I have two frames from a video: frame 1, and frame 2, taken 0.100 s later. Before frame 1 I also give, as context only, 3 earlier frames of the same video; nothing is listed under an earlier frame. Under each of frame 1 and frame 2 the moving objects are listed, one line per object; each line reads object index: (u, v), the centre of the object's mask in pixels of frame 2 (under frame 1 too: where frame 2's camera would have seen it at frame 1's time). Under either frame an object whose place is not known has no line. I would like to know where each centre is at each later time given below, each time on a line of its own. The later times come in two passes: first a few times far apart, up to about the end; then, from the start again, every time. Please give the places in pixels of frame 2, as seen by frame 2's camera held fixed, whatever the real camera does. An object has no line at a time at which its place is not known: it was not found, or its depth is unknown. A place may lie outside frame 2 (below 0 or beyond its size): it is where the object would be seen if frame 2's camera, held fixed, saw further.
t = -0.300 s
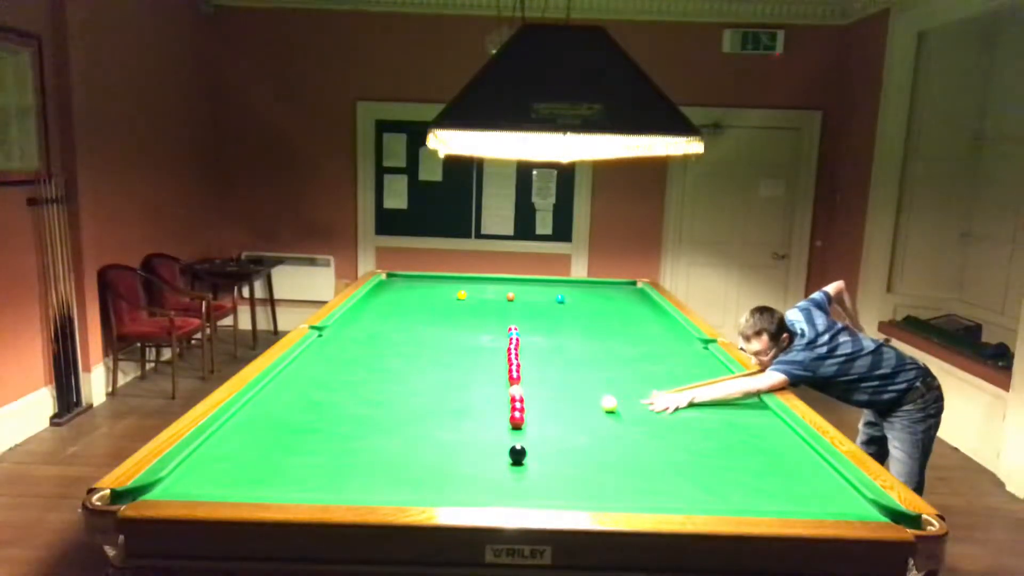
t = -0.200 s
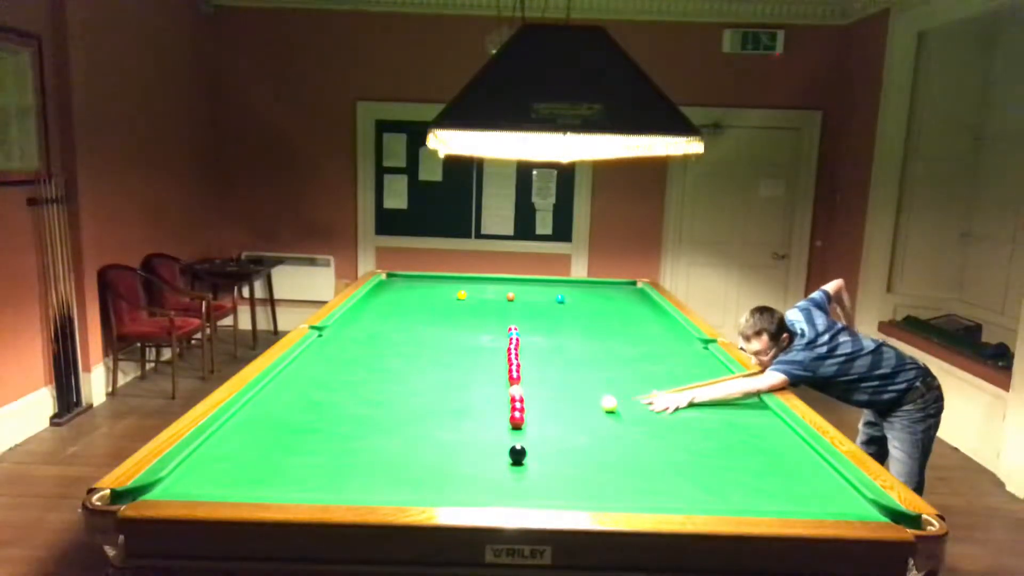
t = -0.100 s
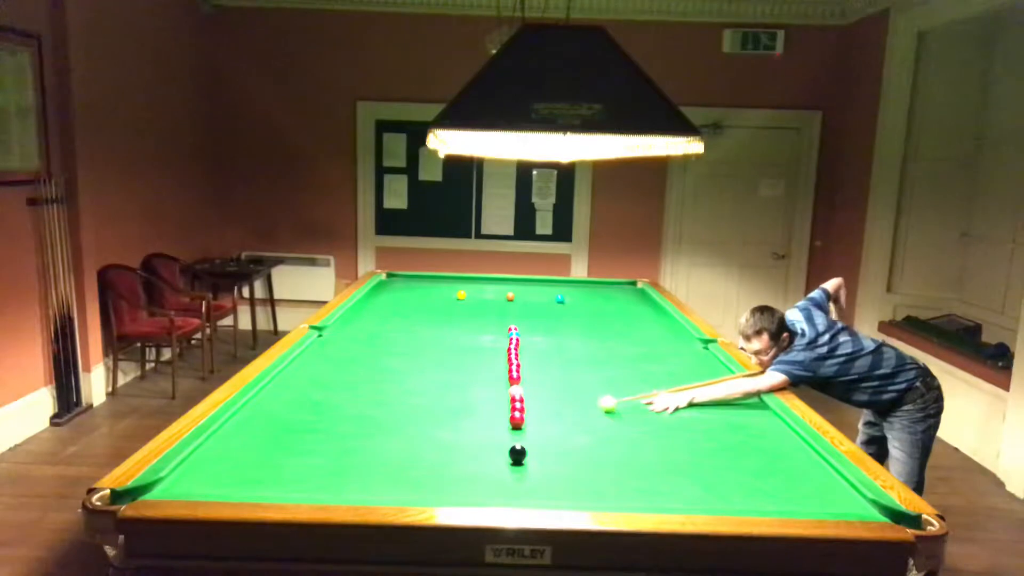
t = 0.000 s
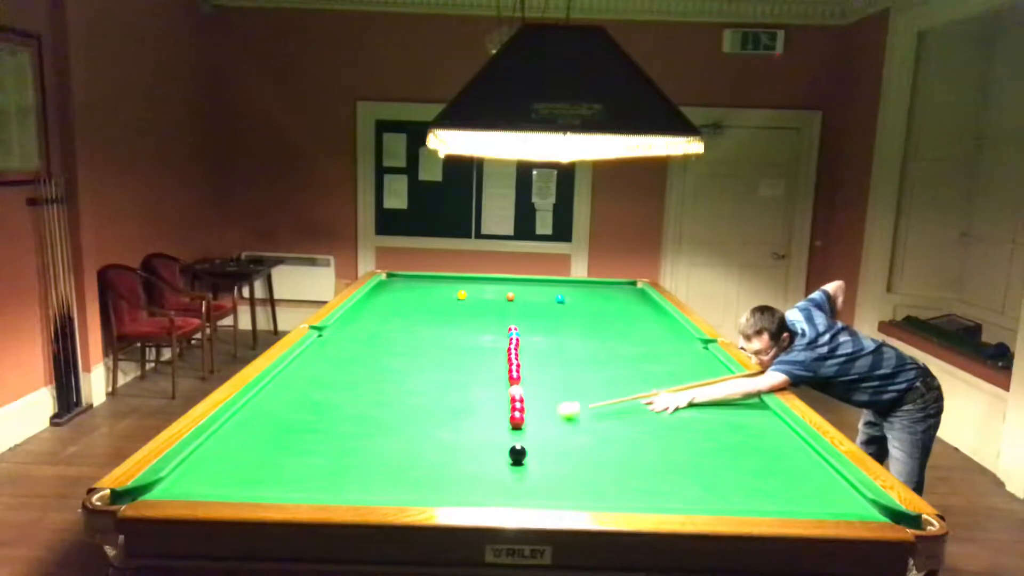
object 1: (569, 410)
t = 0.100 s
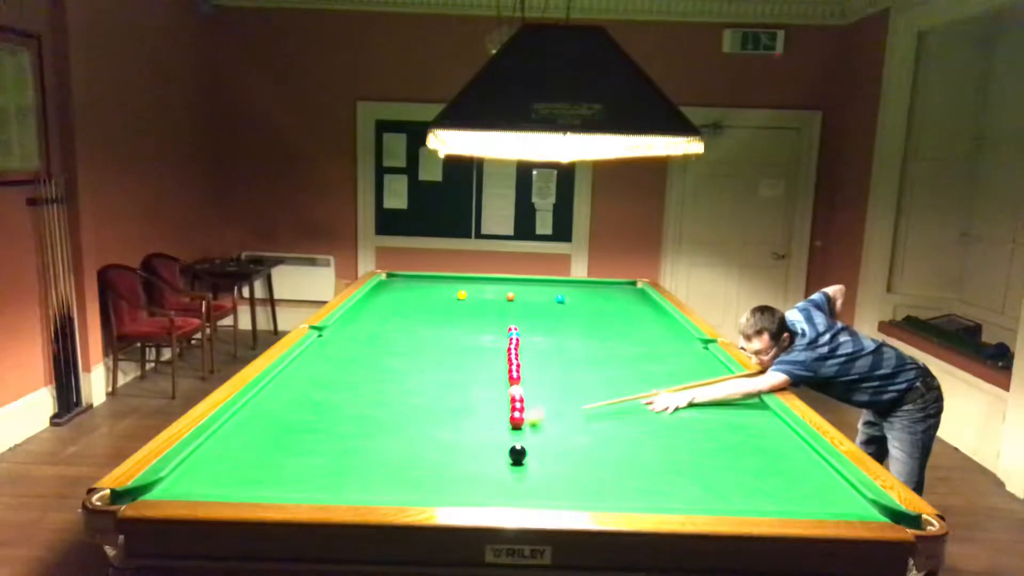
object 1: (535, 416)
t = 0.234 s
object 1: (521, 418)
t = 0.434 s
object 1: (502, 419)
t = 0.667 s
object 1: (480, 422)
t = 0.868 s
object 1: (463, 423)
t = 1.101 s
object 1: (444, 425)
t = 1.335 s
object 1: (426, 427)
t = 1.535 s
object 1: (413, 429)
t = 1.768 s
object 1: (398, 430)
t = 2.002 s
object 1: (386, 432)
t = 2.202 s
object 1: (377, 432)
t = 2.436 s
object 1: (368, 433)
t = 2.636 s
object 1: (362, 434)
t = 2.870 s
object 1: (357, 435)
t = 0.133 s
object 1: (529, 418)
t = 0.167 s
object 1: (527, 418)
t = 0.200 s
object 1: (525, 418)
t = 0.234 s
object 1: (521, 418)
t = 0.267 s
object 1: (519, 418)
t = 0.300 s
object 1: (515, 418)
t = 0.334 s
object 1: (512, 419)
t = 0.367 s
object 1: (508, 419)
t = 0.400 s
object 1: (505, 419)
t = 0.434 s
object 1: (502, 419)
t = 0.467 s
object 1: (499, 419)
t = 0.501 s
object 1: (495, 420)
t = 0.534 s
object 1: (493, 420)
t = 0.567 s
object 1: (489, 421)
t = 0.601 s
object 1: (486, 421)
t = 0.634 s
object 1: (483, 421)
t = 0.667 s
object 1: (480, 422)
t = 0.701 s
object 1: (477, 422)
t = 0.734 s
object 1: (475, 422)
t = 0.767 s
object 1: (472, 422)
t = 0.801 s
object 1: (469, 423)
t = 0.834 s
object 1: (466, 423)
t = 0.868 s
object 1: (463, 423)
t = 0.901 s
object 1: (460, 424)
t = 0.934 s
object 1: (457, 424)
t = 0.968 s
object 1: (454, 424)
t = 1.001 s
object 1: (452, 425)
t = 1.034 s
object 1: (449, 425)
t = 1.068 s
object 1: (446, 425)
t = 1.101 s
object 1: (444, 425)
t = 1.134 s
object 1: (441, 426)
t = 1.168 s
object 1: (438, 426)
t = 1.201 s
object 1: (436, 426)
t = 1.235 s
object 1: (434, 427)
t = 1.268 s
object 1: (431, 427)
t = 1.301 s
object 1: (429, 427)
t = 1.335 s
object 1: (426, 427)
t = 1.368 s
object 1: (424, 428)
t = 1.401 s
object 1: (421, 428)
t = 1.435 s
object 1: (419, 428)
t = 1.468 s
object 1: (417, 428)
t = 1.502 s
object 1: (415, 428)
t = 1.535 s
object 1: (413, 429)
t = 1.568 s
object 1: (411, 429)
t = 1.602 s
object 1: (408, 429)
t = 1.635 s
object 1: (406, 429)
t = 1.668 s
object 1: (404, 429)
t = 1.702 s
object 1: (402, 430)
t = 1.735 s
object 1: (400, 430)
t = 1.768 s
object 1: (398, 430)
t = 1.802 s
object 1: (397, 430)
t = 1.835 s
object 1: (395, 430)
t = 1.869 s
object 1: (393, 431)
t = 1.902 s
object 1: (391, 431)
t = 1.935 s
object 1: (389, 431)
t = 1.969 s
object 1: (388, 431)
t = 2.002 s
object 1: (386, 432)
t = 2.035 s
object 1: (385, 432)
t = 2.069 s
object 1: (383, 432)
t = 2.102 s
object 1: (381, 432)
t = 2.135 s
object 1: (380, 432)
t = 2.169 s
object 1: (379, 432)
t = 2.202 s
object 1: (377, 432)
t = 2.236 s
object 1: (376, 433)
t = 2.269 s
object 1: (375, 433)
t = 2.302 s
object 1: (373, 433)
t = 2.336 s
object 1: (372, 433)
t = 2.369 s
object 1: (371, 433)
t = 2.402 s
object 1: (369, 433)
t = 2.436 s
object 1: (368, 433)
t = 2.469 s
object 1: (367, 434)
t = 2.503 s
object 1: (366, 434)
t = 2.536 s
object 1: (365, 433)
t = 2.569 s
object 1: (364, 434)
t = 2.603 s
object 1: (363, 434)
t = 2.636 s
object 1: (362, 434)
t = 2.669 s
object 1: (362, 434)
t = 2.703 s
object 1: (361, 434)
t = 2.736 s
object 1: (360, 434)
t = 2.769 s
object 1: (359, 434)
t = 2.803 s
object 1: (358, 434)
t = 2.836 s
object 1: (358, 434)
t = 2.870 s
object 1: (357, 435)
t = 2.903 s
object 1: (357, 435)
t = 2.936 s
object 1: (356, 435)
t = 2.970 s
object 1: (356, 435)
